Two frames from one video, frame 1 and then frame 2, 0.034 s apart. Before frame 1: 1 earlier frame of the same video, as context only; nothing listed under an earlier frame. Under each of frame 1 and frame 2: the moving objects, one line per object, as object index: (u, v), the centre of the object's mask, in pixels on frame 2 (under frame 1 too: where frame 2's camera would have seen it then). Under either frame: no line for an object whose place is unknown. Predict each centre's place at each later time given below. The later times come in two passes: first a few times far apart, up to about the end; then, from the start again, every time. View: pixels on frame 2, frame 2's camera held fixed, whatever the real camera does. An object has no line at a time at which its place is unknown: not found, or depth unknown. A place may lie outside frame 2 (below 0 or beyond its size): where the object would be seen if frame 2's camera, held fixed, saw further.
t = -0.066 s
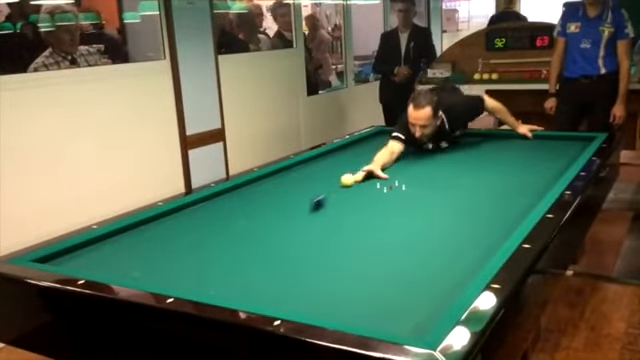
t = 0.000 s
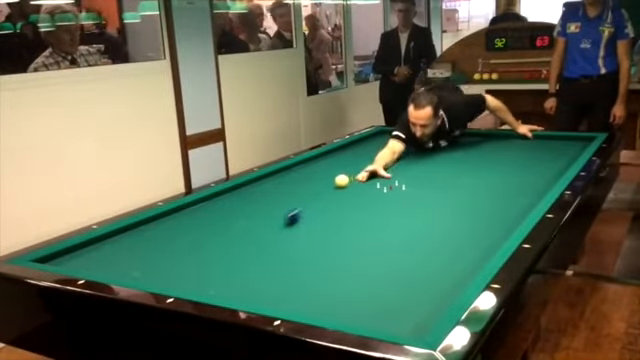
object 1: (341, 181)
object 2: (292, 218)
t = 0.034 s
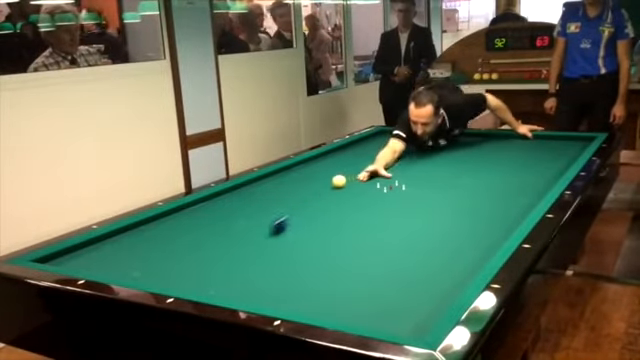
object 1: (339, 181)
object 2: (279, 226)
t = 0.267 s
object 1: (318, 184)
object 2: (190, 280)
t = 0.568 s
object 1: (293, 188)
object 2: (310, 221)
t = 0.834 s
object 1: (270, 191)
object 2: (371, 191)
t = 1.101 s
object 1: (247, 194)
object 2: (413, 170)
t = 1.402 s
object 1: (222, 198)
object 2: (449, 153)
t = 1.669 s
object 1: (200, 201)
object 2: (475, 139)
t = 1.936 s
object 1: (194, 205)
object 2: (474, 140)
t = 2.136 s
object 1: (190, 208)
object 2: (462, 146)
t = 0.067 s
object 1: (336, 182)
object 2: (264, 235)
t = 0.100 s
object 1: (333, 182)
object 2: (247, 244)
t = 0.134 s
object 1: (330, 183)
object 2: (230, 254)
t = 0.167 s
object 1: (327, 183)
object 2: (212, 265)
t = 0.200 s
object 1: (324, 183)
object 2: (193, 277)
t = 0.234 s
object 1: (321, 184)
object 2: (177, 283)
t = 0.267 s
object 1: (318, 184)
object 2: (190, 280)
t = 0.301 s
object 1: (316, 184)
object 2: (207, 272)
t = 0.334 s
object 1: (313, 185)
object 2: (224, 263)
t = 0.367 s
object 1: (310, 185)
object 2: (240, 255)
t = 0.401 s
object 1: (307, 186)
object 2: (253, 249)
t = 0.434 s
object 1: (304, 186)
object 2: (267, 242)
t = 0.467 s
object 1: (301, 186)
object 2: (279, 237)
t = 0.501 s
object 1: (298, 187)
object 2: (290, 231)
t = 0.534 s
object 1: (296, 187)
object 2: (300, 226)
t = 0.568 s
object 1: (293, 188)
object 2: (310, 221)
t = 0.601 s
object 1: (290, 188)
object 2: (320, 216)
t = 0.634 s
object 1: (287, 189)
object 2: (329, 212)
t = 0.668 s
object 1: (284, 189)
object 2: (337, 208)
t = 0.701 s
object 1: (281, 190)
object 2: (344, 204)
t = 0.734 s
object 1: (278, 190)
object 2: (352, 200)
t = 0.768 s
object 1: (275, 190)
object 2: (359, 197)
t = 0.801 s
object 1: (273, 190)
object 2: (365, 193)
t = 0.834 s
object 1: (270, 191)
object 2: (371, 191)
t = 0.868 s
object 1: (267, 191)
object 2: (377, 188)
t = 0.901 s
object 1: (264, 192)
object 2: (383, 185)
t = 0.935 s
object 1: (262, 192)
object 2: (388, 183)
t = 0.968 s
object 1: (259, 193)
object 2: (393, 180)
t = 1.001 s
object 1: (256, 193)
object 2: (398, 177)
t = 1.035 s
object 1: (253, 193)
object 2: (403, 175)
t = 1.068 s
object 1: (250, 194)
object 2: (408, 173)
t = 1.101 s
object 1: (247, 194)
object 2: (413, 170)
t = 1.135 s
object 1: (245, 195)
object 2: (417, 168)
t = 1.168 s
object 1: (241, 195)
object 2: (421, 166)
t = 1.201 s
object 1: (239, 196)
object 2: (425, 164)
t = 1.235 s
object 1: (236, 196)
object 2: (429, 162)
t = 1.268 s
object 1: (233, 196)
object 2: (434, 160)
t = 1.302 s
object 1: (230, 197)
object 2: (437, 158)
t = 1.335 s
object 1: (228, 197)
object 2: (441, 156)
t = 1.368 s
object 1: (225, 197)
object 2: (445, 154)
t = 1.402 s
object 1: (222, 198)
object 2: (449, 153)
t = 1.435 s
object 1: (219, 198)
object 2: (452, 151)
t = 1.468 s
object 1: (216, 199)
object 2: (456, 149)
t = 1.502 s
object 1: (214, 199)
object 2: (459, 147)
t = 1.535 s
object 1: (211, 199)
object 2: (463, 145)
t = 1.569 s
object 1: (208, 200)
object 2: (466, 144)
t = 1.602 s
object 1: (205, 200)
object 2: (469, 143)
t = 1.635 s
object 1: (202, 201)
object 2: (472, 141)
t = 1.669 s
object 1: (200, 201)
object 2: (475, 139)
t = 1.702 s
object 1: (198, 202)
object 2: (478, 137)
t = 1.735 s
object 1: (198, 202)
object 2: (480, 136)
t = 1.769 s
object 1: (197, 203)
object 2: (482, 135)
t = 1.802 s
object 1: (197, 203)
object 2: (482, 136)
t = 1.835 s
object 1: (196, 204)
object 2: (480, 136)
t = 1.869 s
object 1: (195, 204)
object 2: (478, 137)
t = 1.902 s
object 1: (195, 204)
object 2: (476, 138)
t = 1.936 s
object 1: (194, 205)
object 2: (474, 140)
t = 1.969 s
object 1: (193, 206)
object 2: (472, 141)
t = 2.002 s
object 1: (193, 206)
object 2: (470, 142)
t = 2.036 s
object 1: (192, 207)
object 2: (468, 143)
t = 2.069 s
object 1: (191, 207)
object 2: (466, 144)
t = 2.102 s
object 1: (191, 208)
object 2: (464, 145)
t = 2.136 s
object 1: (190, 208)
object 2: (462, 146)
